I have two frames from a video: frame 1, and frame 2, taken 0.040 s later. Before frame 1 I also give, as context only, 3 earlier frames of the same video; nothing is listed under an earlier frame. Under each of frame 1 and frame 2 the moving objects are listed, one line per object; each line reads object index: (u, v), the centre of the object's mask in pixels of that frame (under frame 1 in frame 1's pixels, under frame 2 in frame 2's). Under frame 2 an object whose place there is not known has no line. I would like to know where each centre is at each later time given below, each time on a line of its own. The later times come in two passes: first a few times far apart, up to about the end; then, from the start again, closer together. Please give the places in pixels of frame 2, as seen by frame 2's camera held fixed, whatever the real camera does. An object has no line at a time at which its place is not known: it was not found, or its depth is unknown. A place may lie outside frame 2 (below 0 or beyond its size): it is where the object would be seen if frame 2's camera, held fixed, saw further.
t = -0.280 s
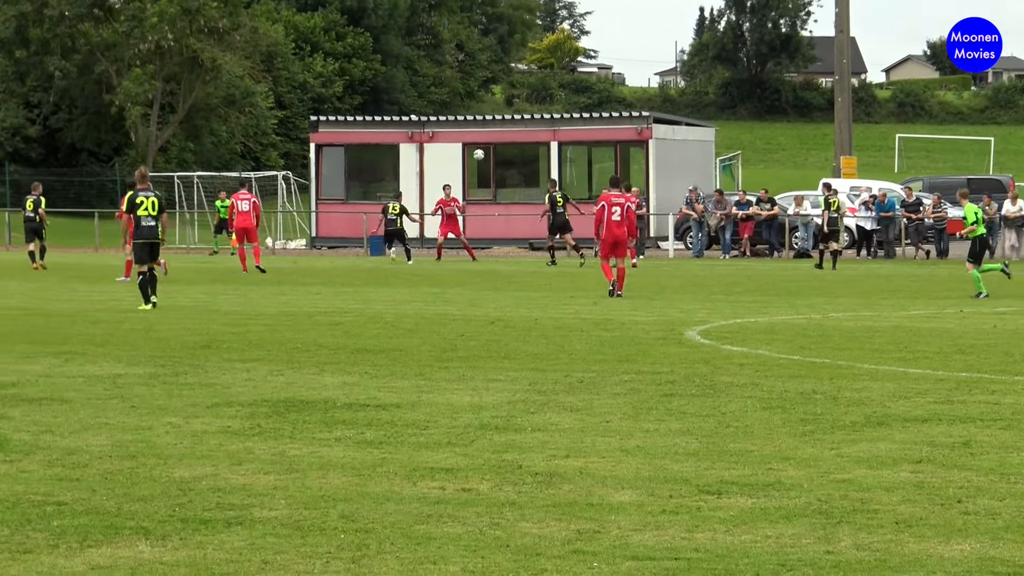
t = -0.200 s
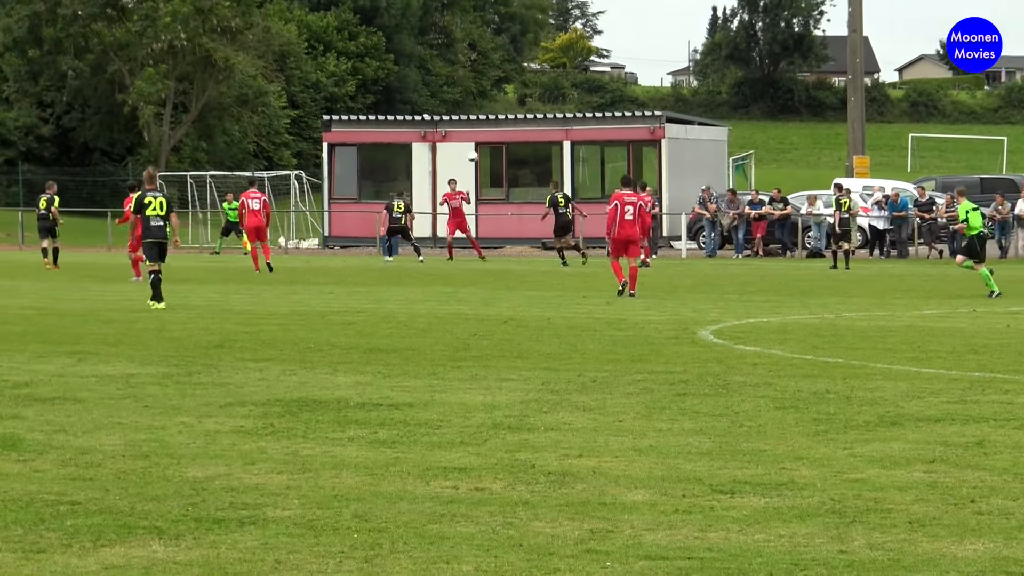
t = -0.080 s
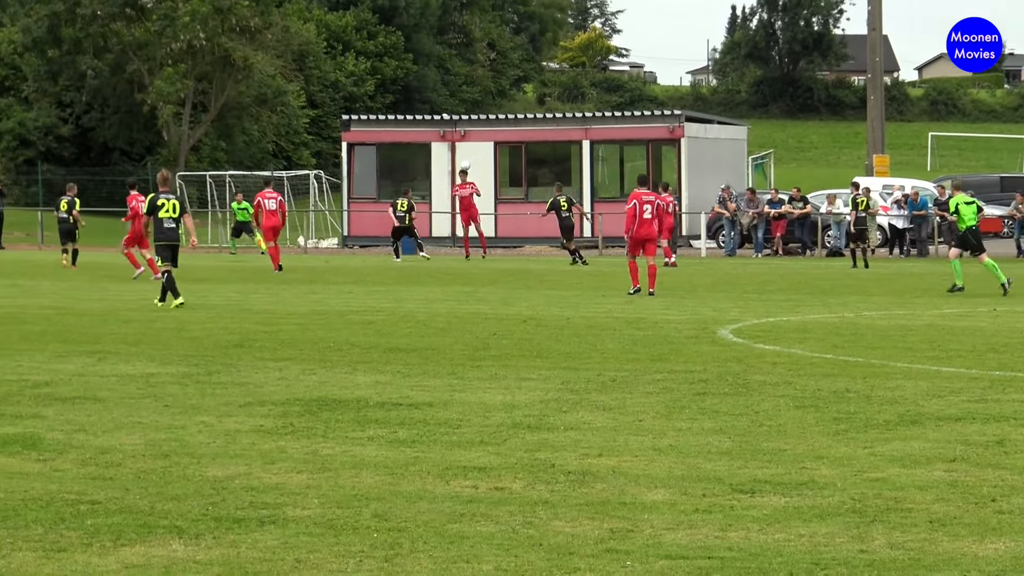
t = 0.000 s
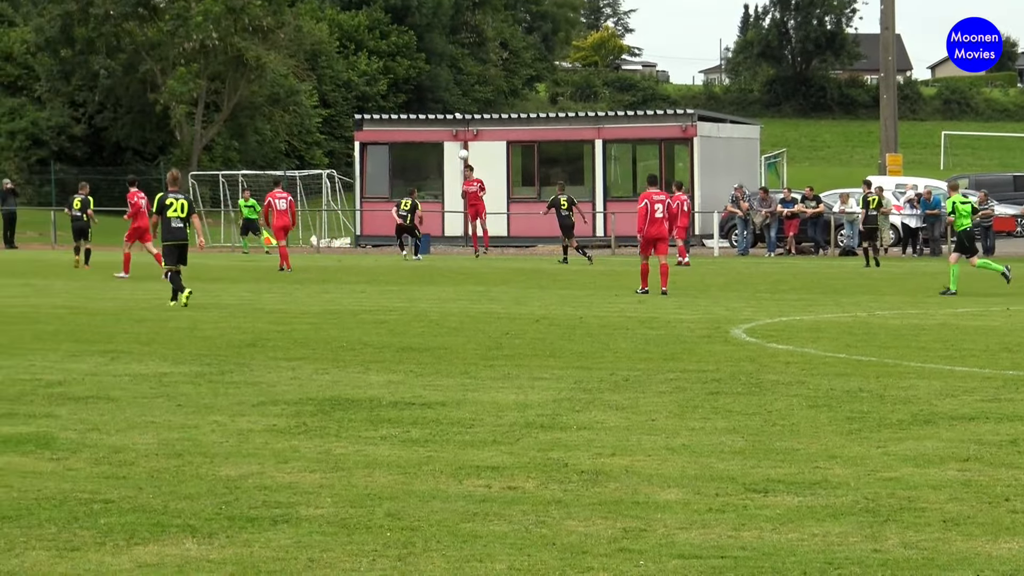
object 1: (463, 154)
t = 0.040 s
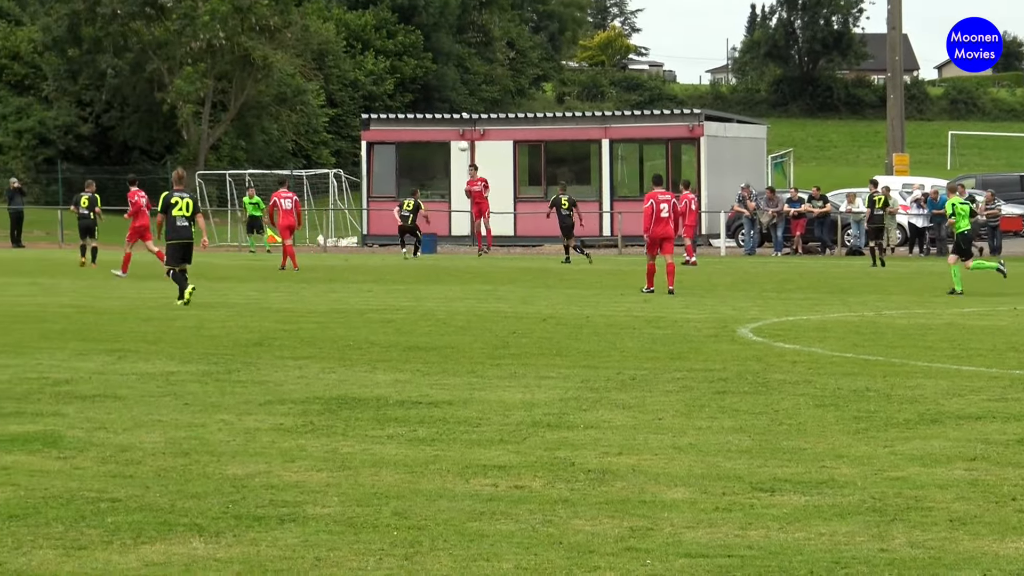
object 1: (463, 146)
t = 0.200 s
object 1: (437, 122)
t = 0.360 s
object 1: (412, 110)
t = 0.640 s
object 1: (368, 117)
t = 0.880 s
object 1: (330, 153)
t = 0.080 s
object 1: (457, 139)
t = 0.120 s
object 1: (450, 133)
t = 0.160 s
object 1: (444, 127)
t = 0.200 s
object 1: (437, 122)
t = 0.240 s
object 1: (431, 118)
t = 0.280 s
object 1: (425, 115)
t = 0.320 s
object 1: (419, 112)
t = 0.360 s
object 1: (412, 110)
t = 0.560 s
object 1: (380, 111)
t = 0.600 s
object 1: (374, 113)
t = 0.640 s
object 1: (368, 117)
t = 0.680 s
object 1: (363, 122)
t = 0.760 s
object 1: (350, 133)
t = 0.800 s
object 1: (343, 139)
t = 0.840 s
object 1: (337, 146)
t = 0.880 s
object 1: (330, 153)
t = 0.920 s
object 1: (323, 162)
